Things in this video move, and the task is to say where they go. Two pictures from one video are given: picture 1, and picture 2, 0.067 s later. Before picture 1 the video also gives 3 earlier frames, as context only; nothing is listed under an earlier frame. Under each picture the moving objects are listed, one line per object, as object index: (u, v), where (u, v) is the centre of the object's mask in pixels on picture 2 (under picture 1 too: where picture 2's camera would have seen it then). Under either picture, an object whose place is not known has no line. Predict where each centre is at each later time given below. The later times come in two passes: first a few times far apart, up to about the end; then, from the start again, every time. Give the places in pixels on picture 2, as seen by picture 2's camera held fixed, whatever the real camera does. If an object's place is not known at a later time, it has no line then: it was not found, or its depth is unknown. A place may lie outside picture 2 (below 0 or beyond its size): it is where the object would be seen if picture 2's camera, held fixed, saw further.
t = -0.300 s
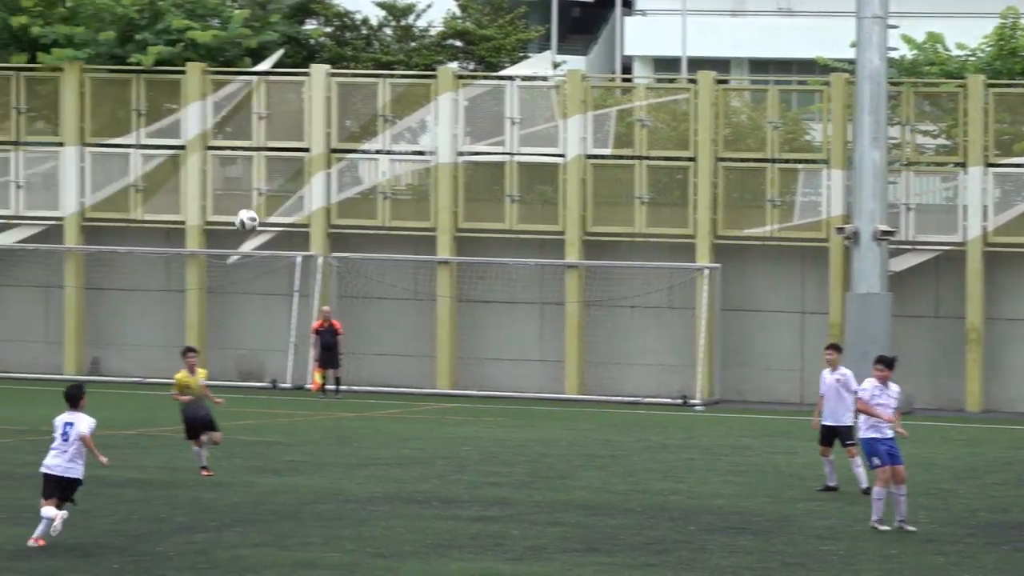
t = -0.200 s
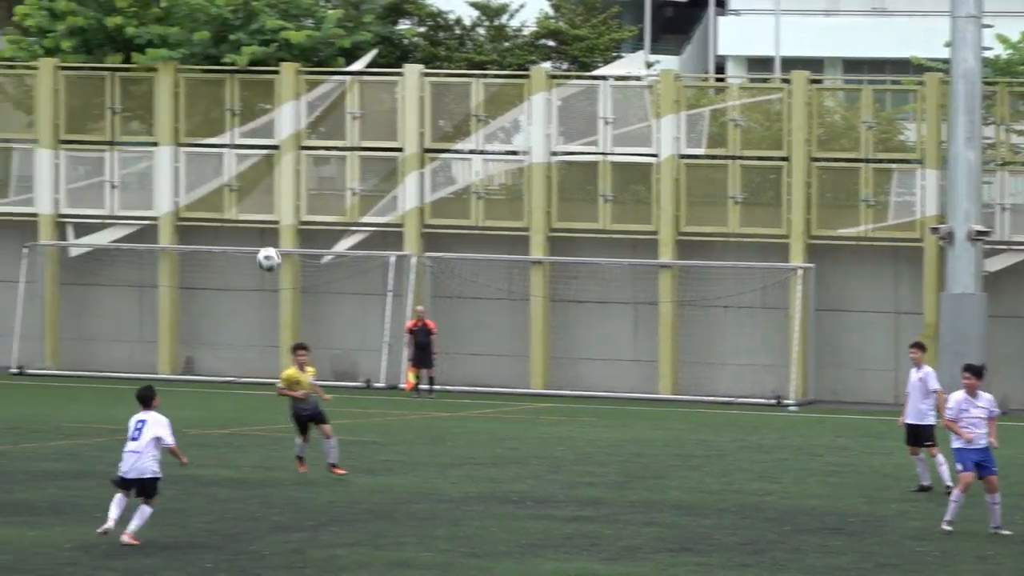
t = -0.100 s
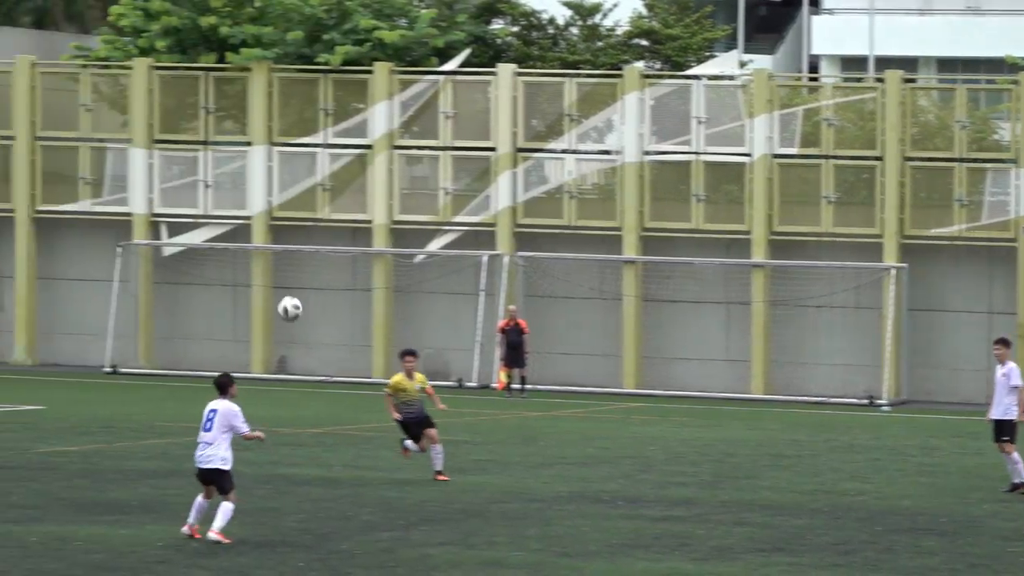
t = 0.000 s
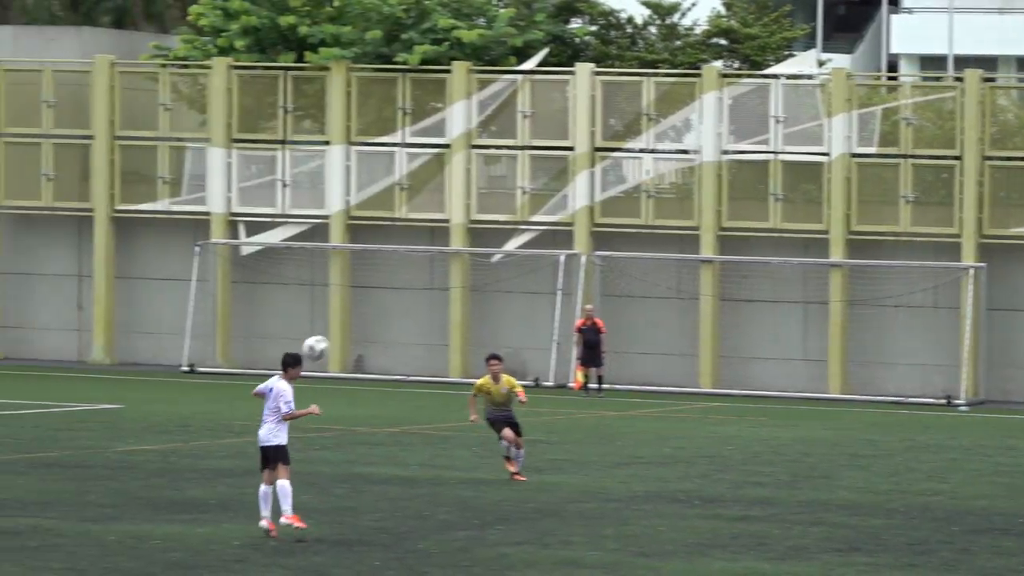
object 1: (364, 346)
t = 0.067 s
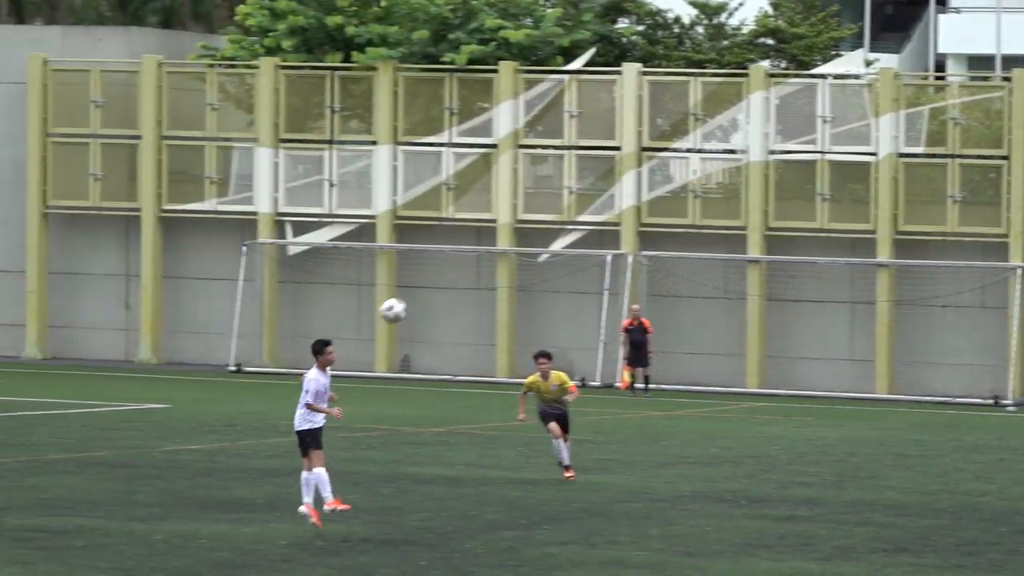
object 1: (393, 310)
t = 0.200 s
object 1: (453, 250)
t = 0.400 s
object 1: (550, 194)
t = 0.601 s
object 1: (642, 184)
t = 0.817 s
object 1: (740, 222)
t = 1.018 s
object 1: (831, 303)
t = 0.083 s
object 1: (400, 302)
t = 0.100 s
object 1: (407, 294)
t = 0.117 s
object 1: (415, 286)
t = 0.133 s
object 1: (423, 278)
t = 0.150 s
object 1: (430, 271)
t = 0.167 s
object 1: (438, 263)
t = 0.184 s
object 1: (446, 257)
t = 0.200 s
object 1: (453, 250)
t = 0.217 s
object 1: (461, 244)
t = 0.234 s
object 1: (469, 238)
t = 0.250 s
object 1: (477, 232)
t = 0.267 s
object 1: (485, 226)
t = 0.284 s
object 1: (494, 221)
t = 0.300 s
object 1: (502, 217)
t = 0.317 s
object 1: (509, 212)
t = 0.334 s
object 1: (518, 208)
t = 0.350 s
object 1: (525, 204)
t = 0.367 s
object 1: (533, 201)
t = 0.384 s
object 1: (542, 197)
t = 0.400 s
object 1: (550, 194)
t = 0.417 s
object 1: (558, 192)
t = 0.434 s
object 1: (566, 189)
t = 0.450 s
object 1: (573, 187)
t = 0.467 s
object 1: (581, 185)
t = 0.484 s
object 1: (588, 184)
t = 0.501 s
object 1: (597, 183)
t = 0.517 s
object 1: (605, 182)
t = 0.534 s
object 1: (612, 182)
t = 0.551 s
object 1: (620, 182)
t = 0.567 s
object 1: (628, 182)
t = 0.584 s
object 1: (635, 183)
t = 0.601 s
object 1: (642, 184)
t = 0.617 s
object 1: (650, 185)
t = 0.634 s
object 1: (657, 186)
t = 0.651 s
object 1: (665, 188)
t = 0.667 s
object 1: (673, 190)
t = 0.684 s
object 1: (680, 193)
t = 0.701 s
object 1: (688, 196)
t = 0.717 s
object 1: (696, 198)
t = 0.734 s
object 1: (703, 202)
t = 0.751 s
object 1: (710, 205)
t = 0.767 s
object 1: (718, 209)
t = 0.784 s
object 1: (726, 213)
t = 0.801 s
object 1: (733, 217)
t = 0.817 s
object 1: (740, 222)
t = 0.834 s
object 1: (748, 227)
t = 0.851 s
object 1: (756, 233)
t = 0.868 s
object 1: (763, 238)
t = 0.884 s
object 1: (771, 244)
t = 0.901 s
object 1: (778, 250)
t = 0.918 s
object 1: (786, 257)
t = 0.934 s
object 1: (793, 264)
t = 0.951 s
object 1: (800, 271)
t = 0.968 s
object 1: (808, 279)
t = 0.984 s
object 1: (816, 287)
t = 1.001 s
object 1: (824, 295)
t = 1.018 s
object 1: (831, 303)
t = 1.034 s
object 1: (838, 312)
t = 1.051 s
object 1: (846, 321)
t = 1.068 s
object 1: (854, 331)
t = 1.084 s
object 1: (862, 341)
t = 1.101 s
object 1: (869, 351)
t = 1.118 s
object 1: (876, 361)
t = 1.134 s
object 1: (884, 372)
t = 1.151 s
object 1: (892, 383)
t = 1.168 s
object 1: (899, 395)
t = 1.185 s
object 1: (906, 406)
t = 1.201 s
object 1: (912, 420)
